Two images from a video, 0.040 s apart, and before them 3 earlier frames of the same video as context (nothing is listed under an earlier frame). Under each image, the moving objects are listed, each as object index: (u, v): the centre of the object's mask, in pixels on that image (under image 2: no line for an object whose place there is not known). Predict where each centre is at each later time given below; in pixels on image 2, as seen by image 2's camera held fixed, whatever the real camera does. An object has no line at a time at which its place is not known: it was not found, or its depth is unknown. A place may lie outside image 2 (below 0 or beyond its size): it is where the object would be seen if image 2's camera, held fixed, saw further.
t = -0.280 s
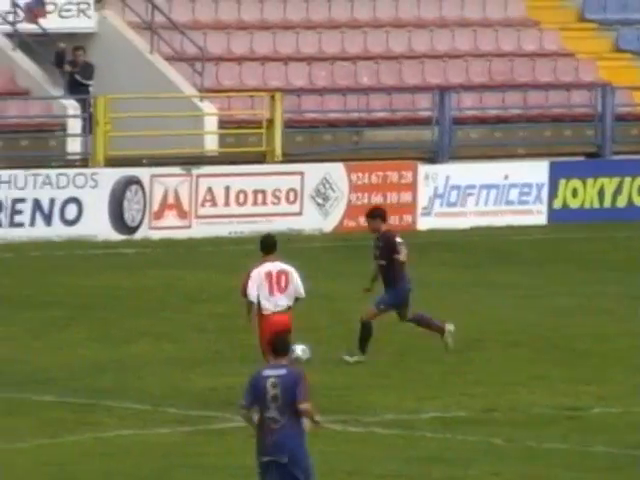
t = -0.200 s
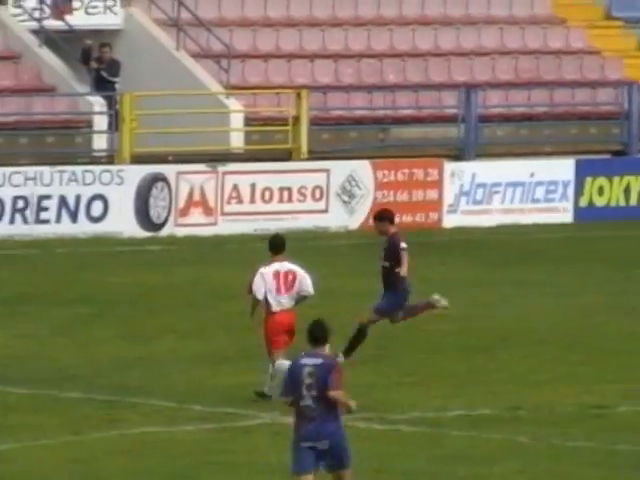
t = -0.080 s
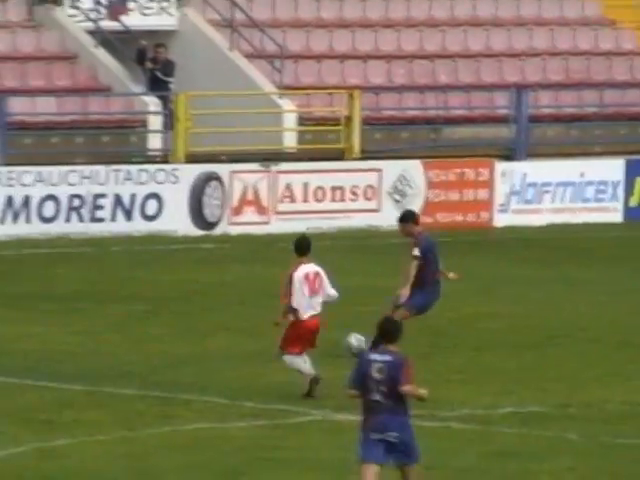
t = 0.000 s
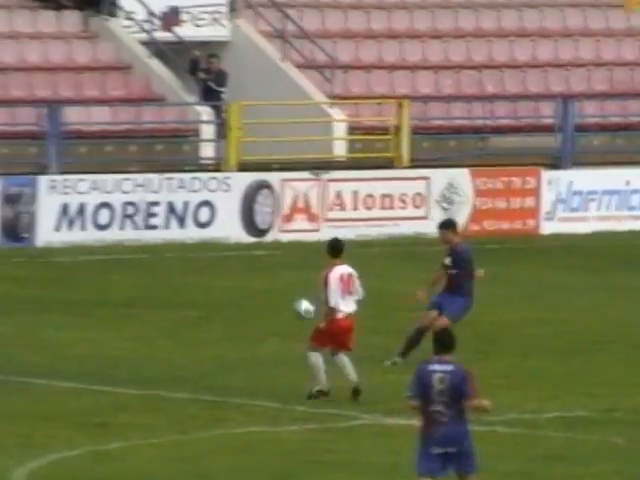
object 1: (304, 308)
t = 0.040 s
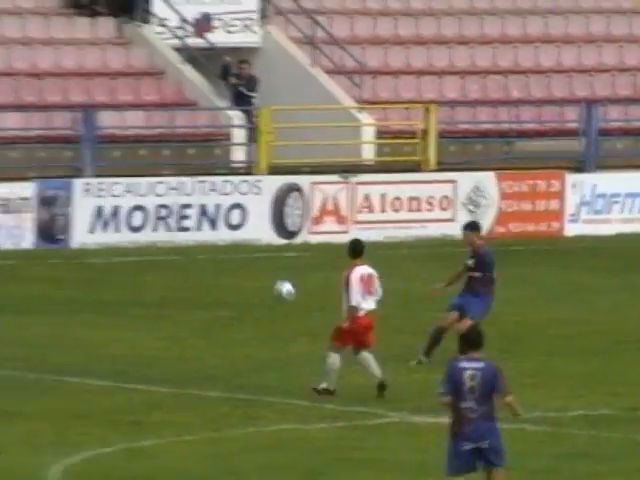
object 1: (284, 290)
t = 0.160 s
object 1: (139, 237)
